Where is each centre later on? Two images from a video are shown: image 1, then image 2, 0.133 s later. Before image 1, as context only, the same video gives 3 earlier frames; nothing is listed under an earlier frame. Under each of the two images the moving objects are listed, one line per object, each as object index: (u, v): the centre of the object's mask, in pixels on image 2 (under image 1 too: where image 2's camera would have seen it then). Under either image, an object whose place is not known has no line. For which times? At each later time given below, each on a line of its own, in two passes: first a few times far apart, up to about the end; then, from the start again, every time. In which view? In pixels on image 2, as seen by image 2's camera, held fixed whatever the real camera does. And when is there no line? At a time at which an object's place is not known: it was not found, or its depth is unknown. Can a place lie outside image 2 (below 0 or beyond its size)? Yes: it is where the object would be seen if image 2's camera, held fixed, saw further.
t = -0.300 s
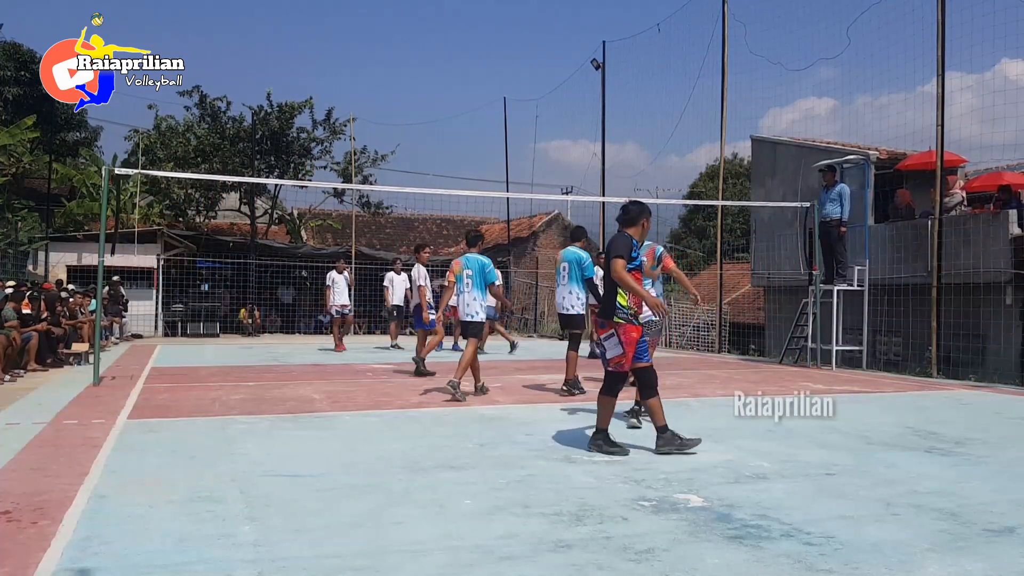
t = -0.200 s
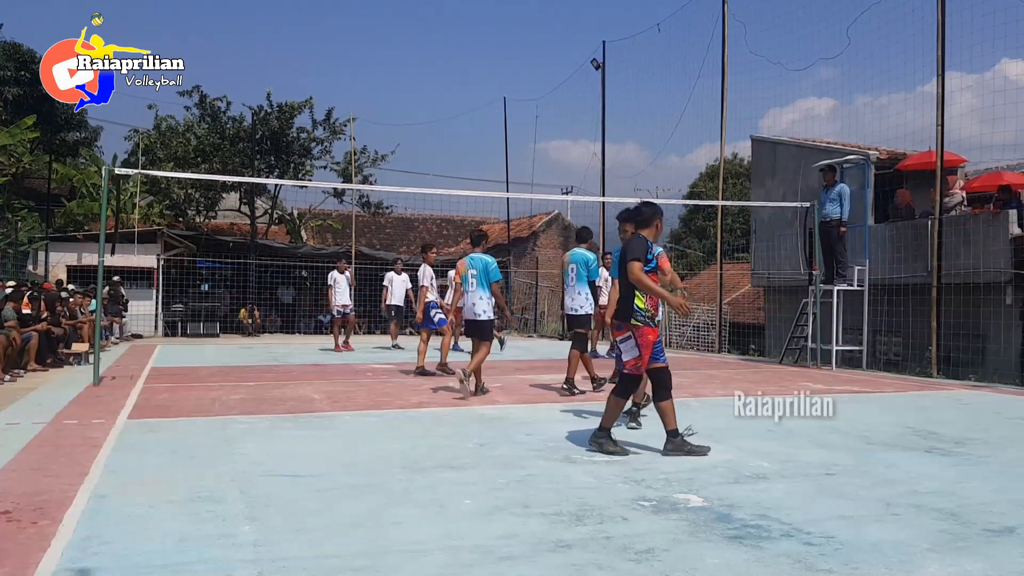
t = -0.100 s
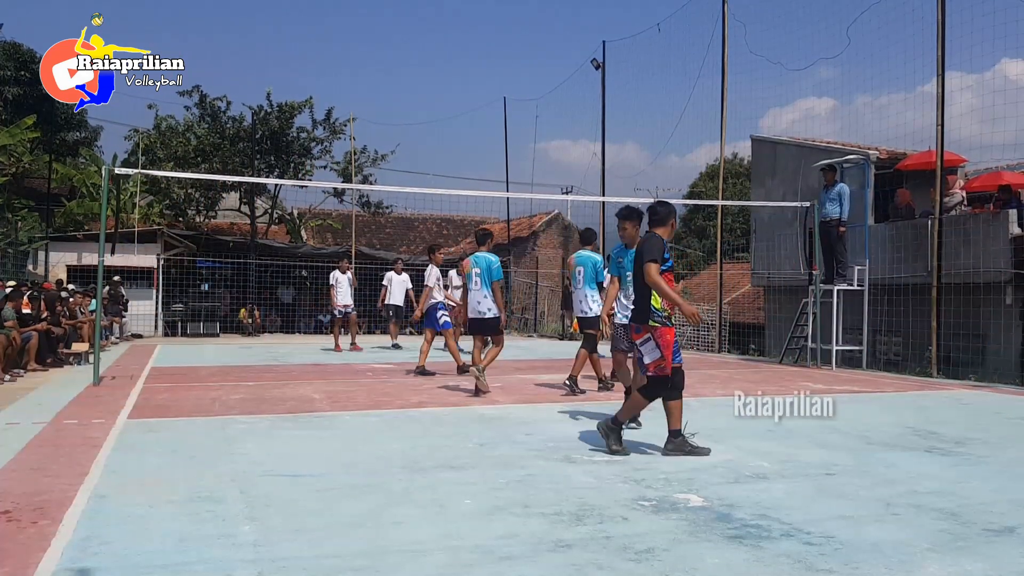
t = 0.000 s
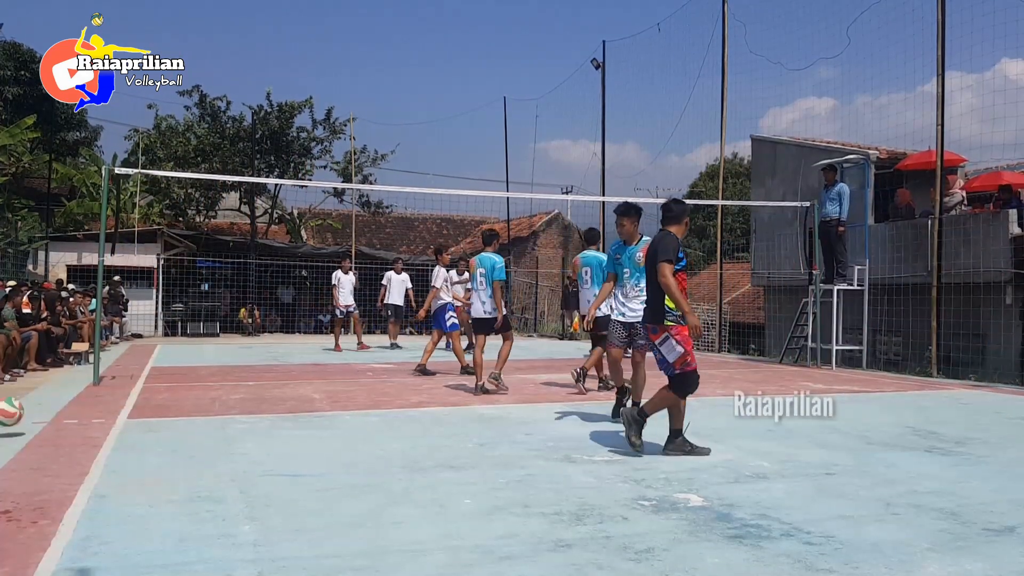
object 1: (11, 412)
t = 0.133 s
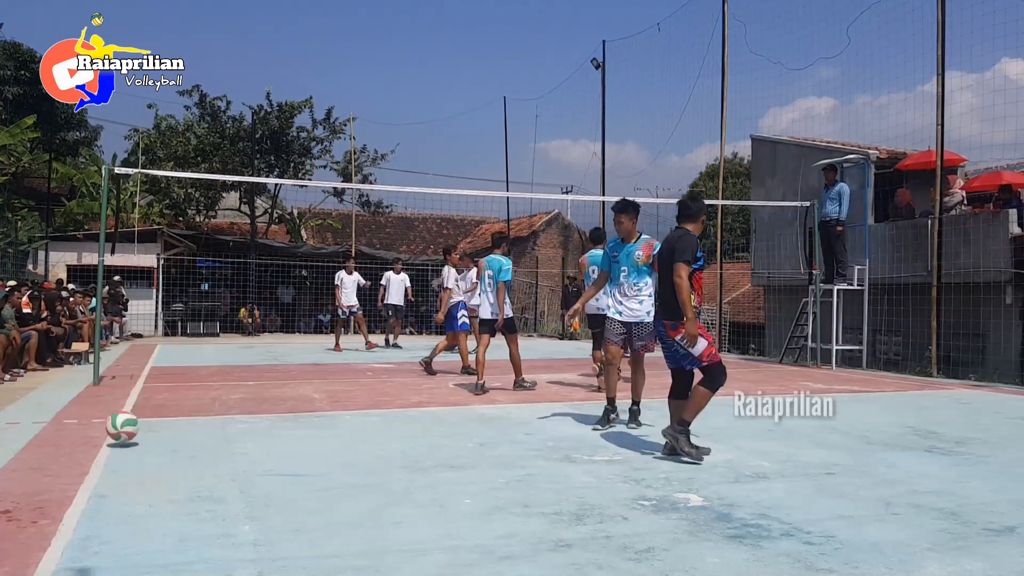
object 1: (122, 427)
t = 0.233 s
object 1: (202, 428)
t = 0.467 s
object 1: (380, 438)
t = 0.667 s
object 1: (532, 457)
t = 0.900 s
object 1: (743, 481)
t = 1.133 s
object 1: (999, 515)
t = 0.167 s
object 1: (148, 425)
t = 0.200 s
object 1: (175, 425)
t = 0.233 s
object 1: (202, 428)
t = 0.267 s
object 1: (231, 432)
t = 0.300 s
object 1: (260, 438)
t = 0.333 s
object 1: (289, 445)
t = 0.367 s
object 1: (311, 441)
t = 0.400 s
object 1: (334, 439)
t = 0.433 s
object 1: (357, 437)
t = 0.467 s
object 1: (380, 438)
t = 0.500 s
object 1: (404, 441)
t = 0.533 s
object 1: (428, 446)
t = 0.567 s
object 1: (453, 452)
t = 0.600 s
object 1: (478, 462)
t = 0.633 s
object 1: (505, 460)
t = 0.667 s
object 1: (532, 457)
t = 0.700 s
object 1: (559, 456)
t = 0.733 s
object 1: (588, 458)
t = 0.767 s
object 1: (617, 463)
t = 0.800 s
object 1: (647, 469)
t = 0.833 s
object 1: (679, 477)
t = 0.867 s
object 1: (711, 485)
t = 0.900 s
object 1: (743, 481)
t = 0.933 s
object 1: (776, 478)
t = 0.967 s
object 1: (811, 478)
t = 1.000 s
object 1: (846, 480)
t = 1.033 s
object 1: (883, 486)
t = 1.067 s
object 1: (921, 493)
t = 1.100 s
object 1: (960, 503)
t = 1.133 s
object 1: (999, 515)
